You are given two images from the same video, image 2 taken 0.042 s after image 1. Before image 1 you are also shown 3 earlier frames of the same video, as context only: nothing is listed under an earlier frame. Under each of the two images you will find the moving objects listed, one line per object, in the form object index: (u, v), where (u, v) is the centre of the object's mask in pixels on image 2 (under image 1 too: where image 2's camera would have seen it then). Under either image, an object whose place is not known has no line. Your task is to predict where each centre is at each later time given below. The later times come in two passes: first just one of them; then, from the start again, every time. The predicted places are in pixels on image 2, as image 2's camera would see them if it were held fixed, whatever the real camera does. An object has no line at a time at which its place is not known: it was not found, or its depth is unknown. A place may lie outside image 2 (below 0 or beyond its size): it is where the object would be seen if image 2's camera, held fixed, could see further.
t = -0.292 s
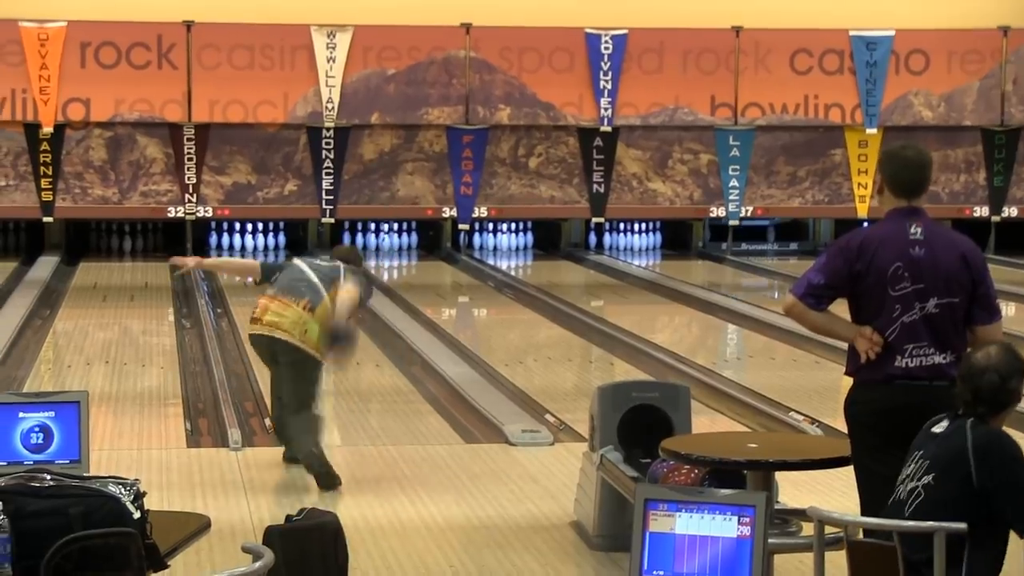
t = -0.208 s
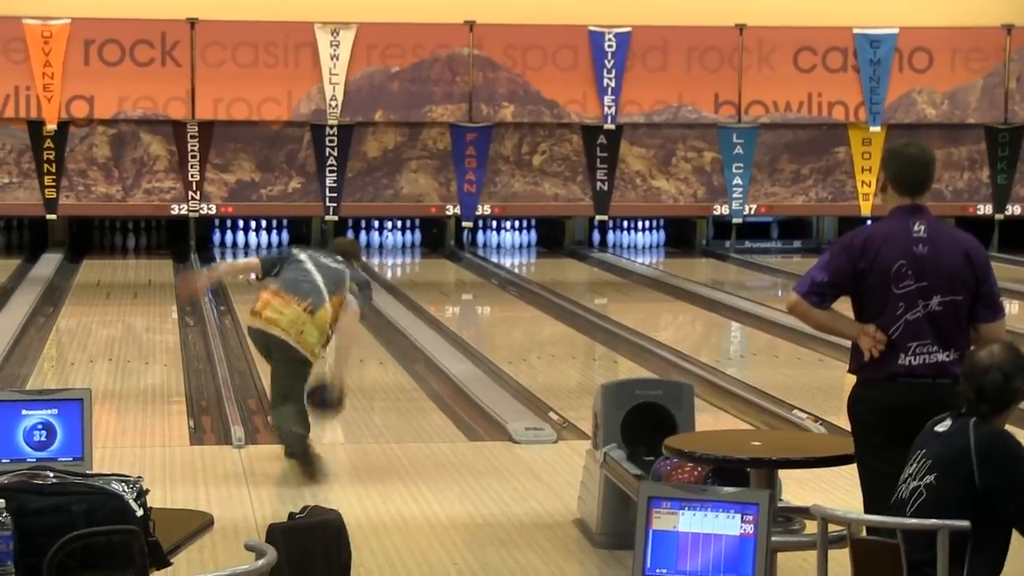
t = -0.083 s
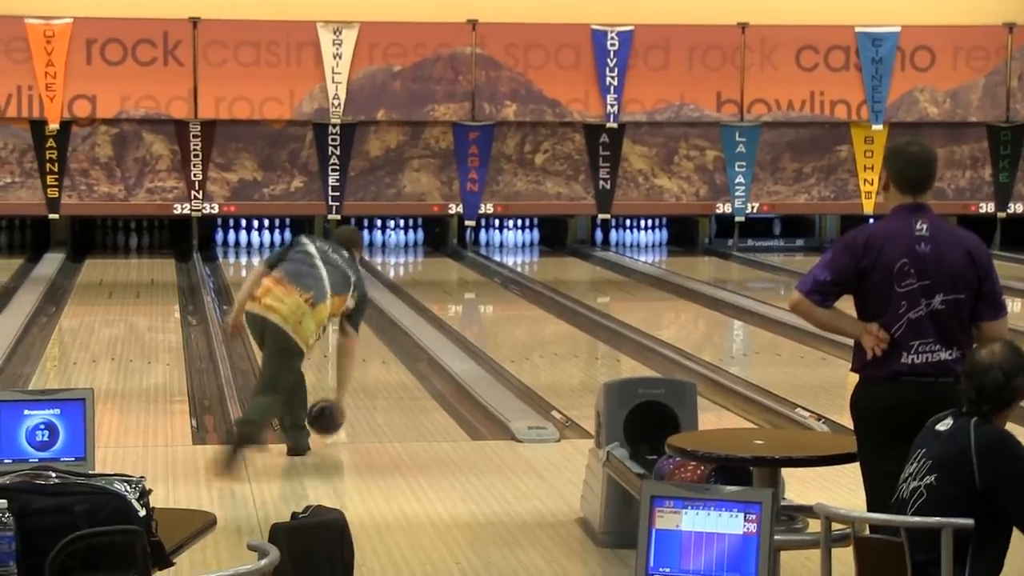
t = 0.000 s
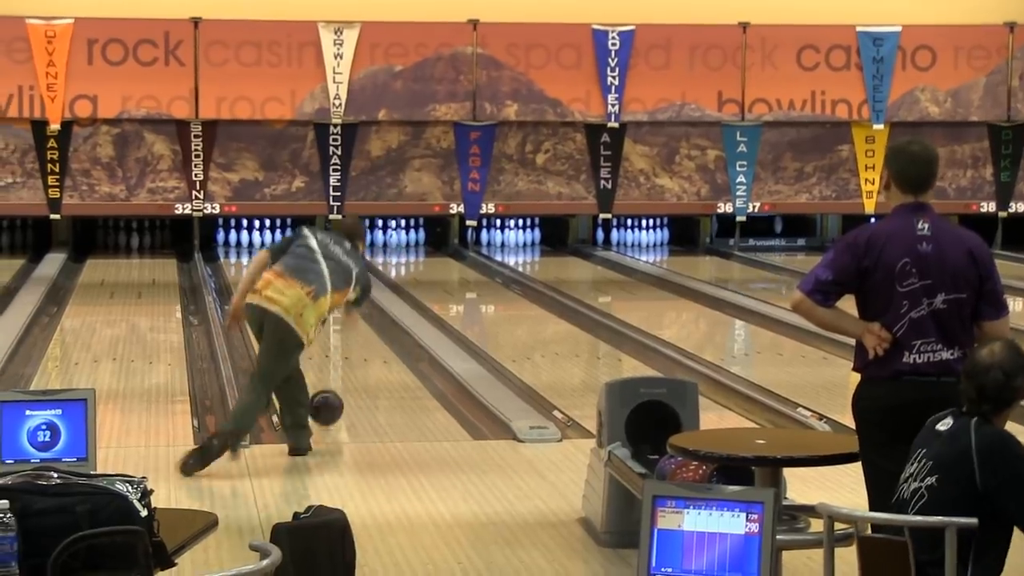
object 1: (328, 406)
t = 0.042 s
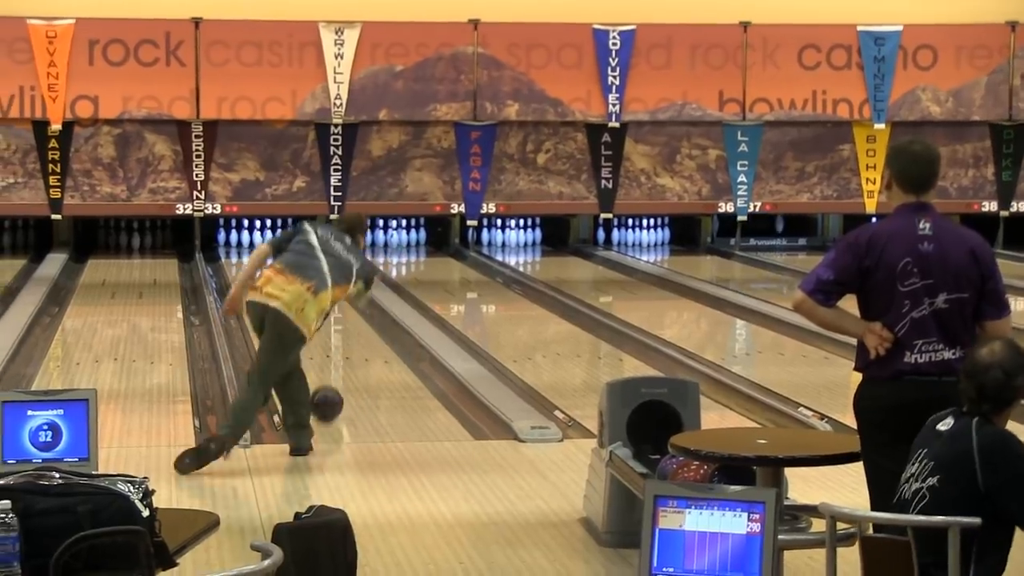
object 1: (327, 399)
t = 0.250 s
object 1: (323, 369)
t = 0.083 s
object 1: (326, 393)
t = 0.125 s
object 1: (325, 387)
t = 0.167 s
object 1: (325, 381)
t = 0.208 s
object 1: (323, 375)
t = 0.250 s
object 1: (323, 369)
